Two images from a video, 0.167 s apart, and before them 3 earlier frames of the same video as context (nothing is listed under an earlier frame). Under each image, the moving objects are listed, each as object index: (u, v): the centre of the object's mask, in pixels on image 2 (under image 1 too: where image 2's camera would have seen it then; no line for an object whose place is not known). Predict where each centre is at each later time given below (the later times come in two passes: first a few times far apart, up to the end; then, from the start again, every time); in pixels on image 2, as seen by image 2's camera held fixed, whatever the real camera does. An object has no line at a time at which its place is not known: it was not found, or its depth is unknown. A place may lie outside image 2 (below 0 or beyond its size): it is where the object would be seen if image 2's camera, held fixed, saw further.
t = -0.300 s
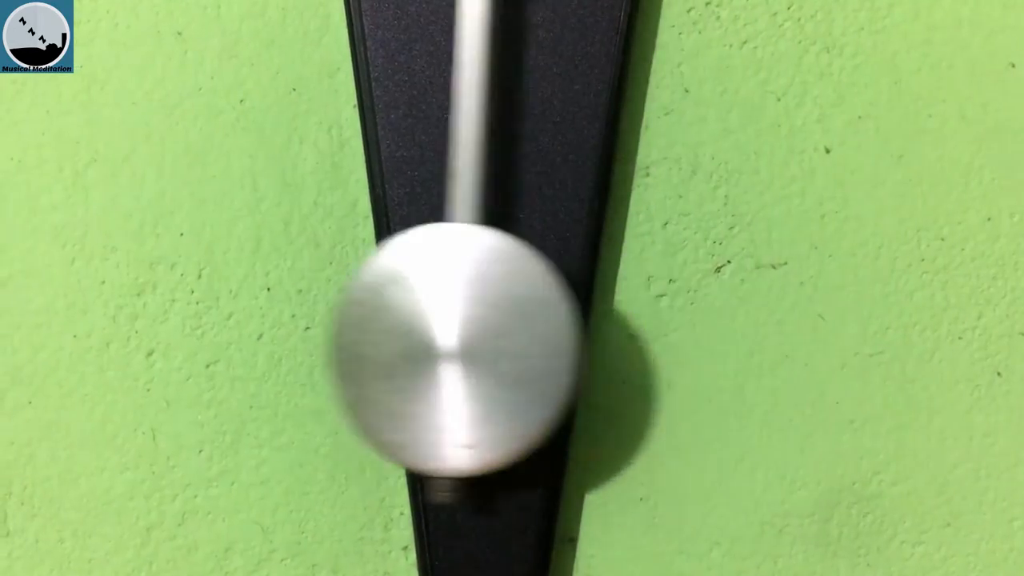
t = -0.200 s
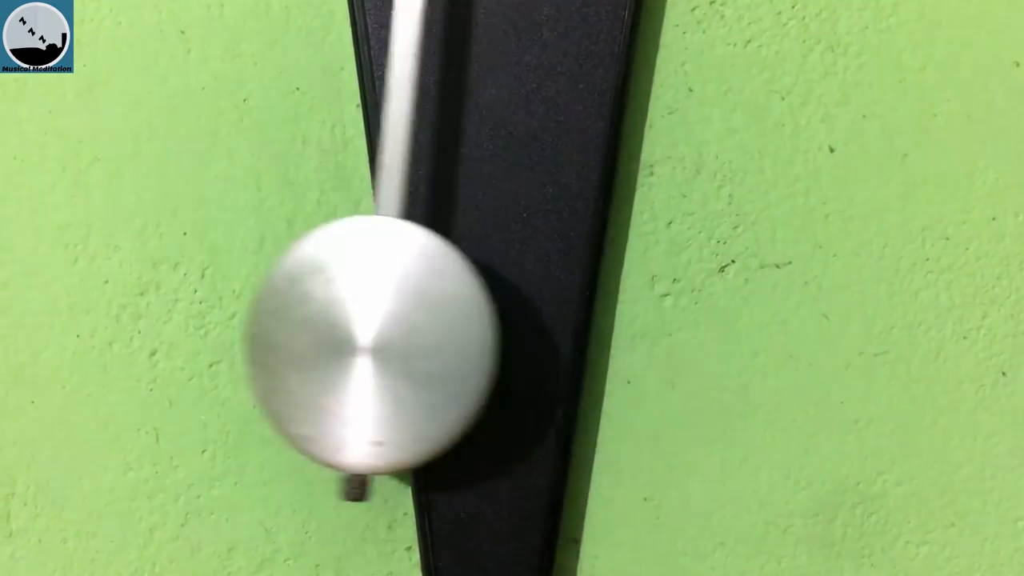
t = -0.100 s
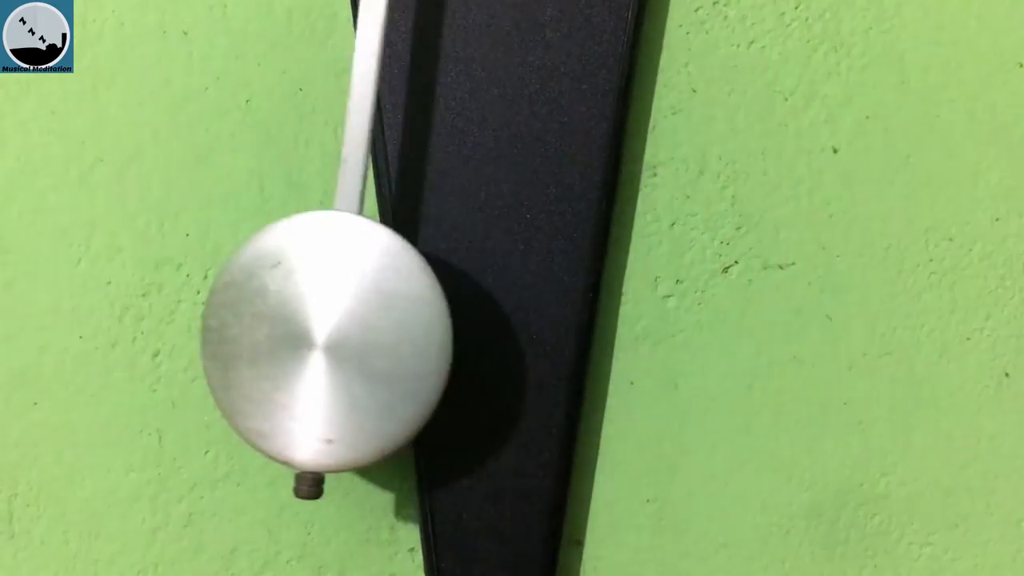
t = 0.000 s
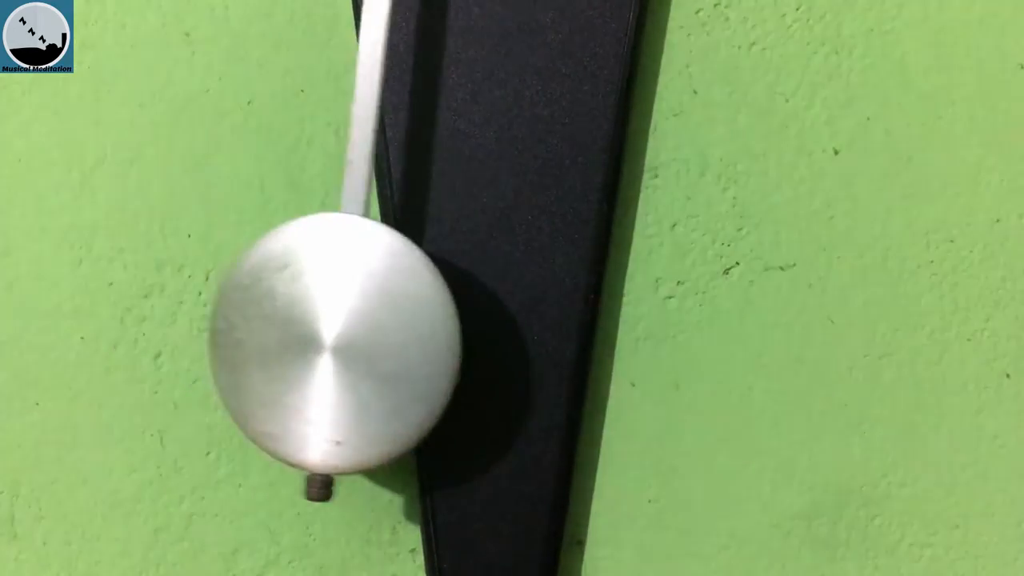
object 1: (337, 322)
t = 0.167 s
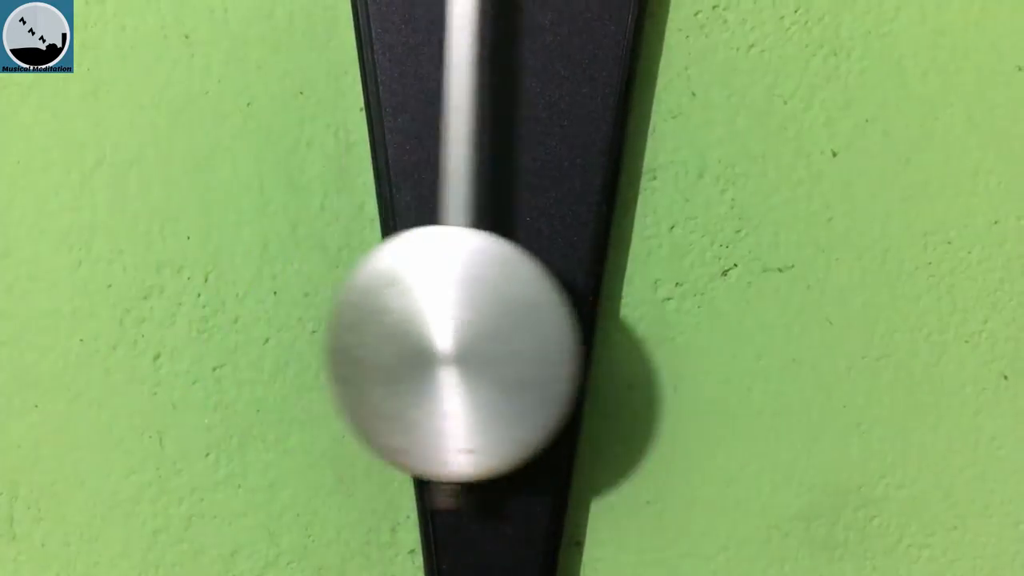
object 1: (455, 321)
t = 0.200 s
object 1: (486, 320)
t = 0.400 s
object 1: (662, 319)
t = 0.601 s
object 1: (692, 319)
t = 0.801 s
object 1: (541, 322)
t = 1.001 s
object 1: (362, 323)
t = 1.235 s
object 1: (362, 322)
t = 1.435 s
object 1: (540, 321)
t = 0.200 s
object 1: (486, 320)
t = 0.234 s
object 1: (518, 321)
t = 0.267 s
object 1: (550, 321)
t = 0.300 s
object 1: (582, 321)
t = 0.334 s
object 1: (611, 319)
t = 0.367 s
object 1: (638, 319)
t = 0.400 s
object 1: (662, 319)
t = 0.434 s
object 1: (681, 318)
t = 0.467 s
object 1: (695, 318)
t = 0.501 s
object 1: (703, 318)
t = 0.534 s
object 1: (705, 317)
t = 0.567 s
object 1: (702, 317)
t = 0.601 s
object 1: (692, 319)
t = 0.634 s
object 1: (677, 320)
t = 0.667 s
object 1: (656, 321)
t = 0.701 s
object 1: (632, 320)
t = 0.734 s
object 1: (604, 320)
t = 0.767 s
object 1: (573, 320)
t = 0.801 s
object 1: (541, 322)
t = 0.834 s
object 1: (511, 322)
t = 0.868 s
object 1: (478, 321)
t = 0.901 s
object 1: (446, 323)
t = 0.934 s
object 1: (414, 322)
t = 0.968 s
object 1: (387, 322)
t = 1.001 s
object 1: (362, 323)
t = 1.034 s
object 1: (344, 322)
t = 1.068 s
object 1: (331, 322)
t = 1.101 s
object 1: (325, 321)
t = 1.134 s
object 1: (325, 321)
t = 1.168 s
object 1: (331, 321)
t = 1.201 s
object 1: (344, 322)
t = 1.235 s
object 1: (362, 322)
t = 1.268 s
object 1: (387, 320)
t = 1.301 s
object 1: (413, 320)
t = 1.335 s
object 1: (444, 320)
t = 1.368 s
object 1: (476, 319)
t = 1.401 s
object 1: (509, 320)
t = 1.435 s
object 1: (540, 321)
